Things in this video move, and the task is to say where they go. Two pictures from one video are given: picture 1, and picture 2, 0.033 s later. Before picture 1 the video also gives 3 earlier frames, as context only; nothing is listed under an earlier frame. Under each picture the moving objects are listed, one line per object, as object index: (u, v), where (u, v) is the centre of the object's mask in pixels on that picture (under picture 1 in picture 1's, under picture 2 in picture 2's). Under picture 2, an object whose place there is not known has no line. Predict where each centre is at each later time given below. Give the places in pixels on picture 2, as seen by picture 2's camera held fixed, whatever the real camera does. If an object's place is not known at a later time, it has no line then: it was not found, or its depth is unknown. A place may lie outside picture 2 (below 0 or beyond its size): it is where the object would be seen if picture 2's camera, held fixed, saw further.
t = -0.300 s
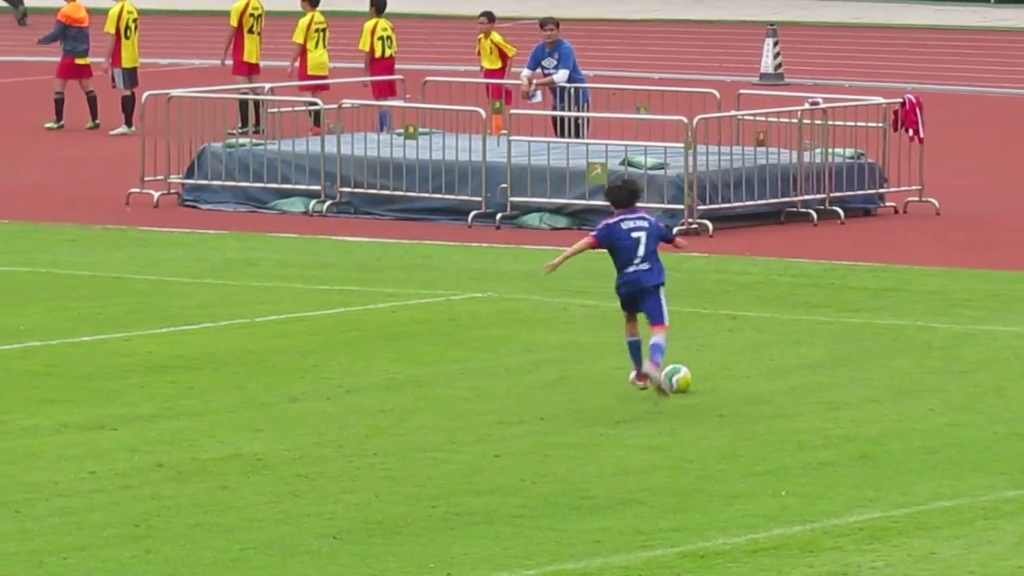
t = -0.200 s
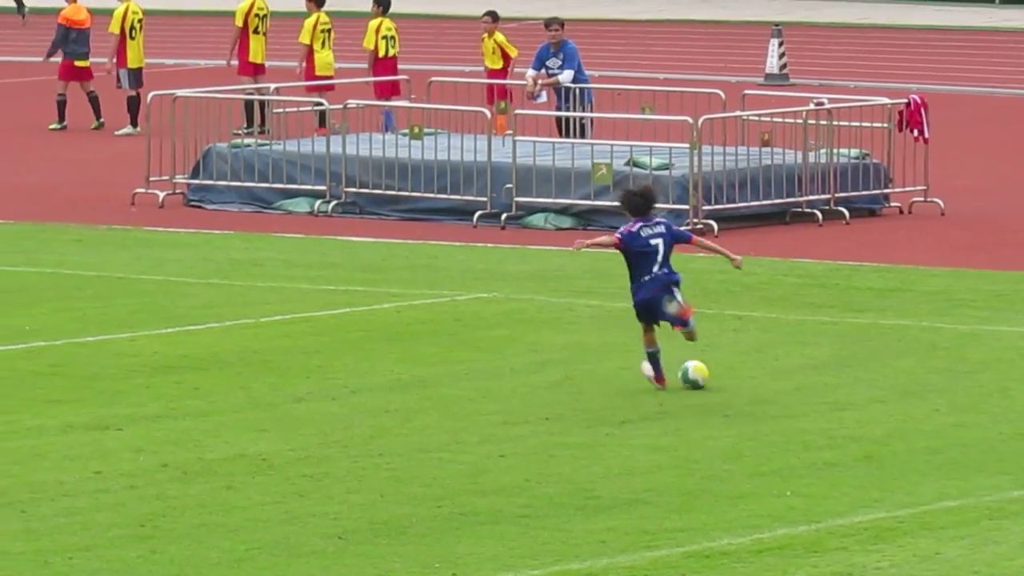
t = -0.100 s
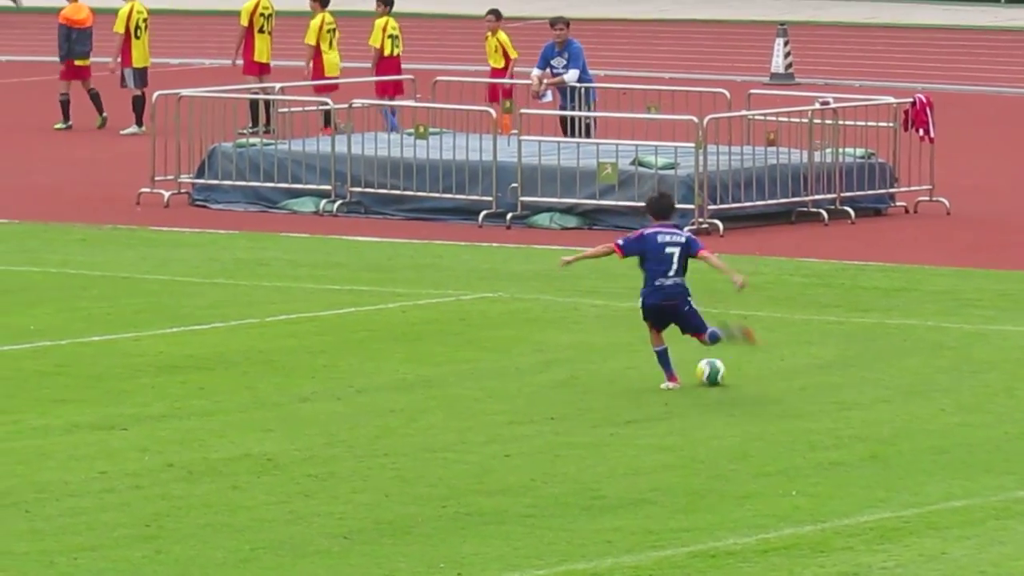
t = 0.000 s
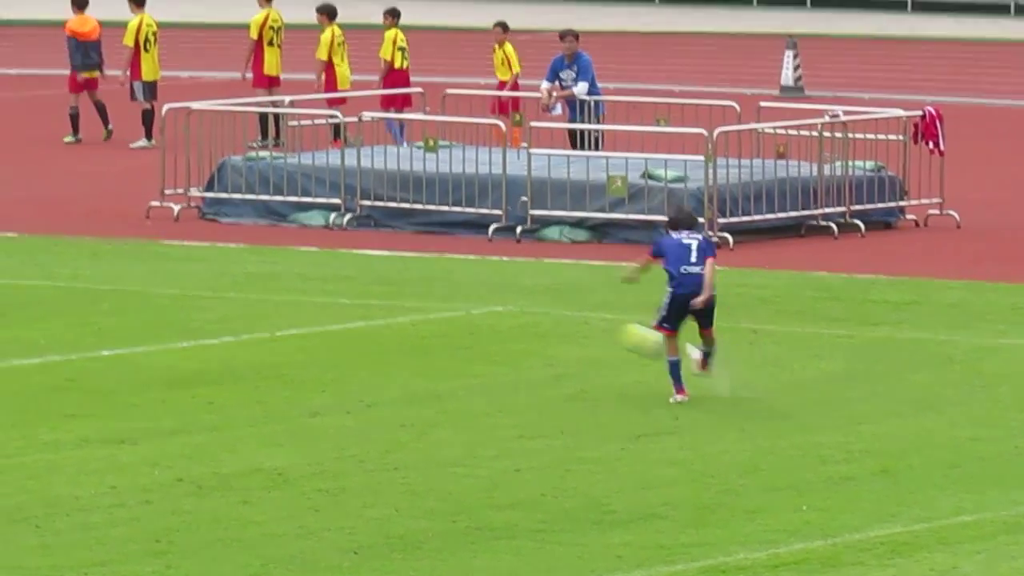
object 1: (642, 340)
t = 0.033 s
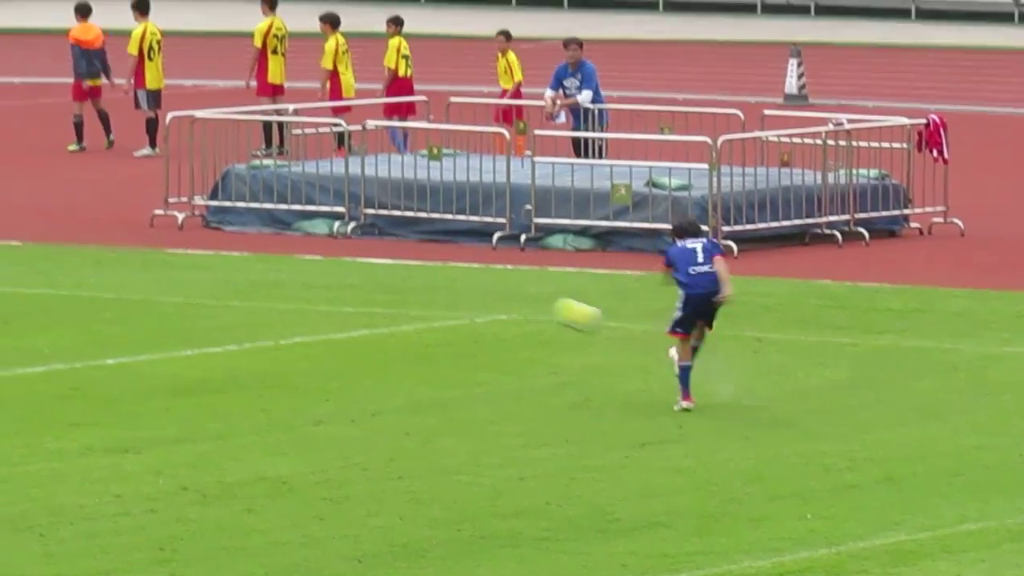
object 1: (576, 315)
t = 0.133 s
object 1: (371, 226)
